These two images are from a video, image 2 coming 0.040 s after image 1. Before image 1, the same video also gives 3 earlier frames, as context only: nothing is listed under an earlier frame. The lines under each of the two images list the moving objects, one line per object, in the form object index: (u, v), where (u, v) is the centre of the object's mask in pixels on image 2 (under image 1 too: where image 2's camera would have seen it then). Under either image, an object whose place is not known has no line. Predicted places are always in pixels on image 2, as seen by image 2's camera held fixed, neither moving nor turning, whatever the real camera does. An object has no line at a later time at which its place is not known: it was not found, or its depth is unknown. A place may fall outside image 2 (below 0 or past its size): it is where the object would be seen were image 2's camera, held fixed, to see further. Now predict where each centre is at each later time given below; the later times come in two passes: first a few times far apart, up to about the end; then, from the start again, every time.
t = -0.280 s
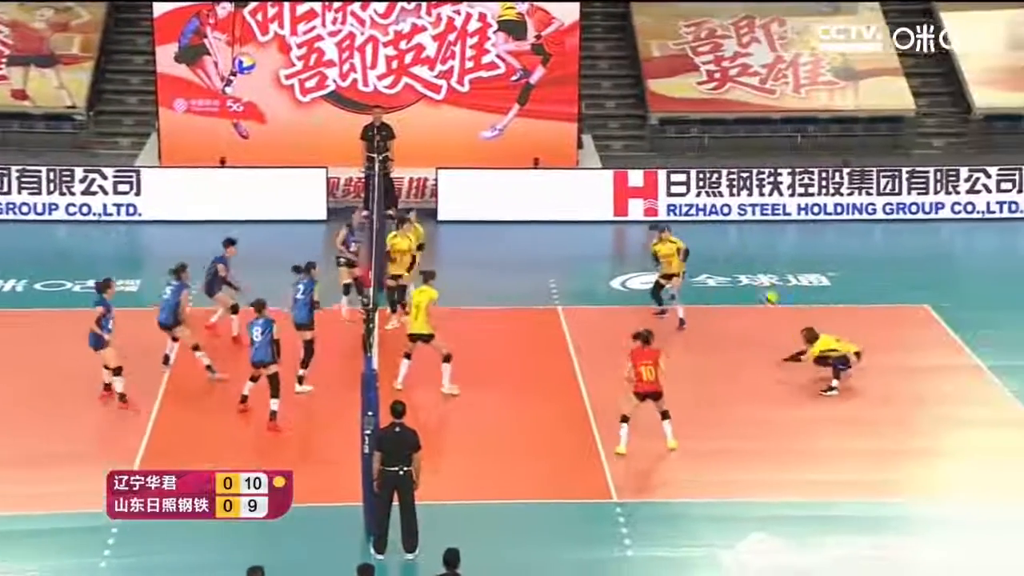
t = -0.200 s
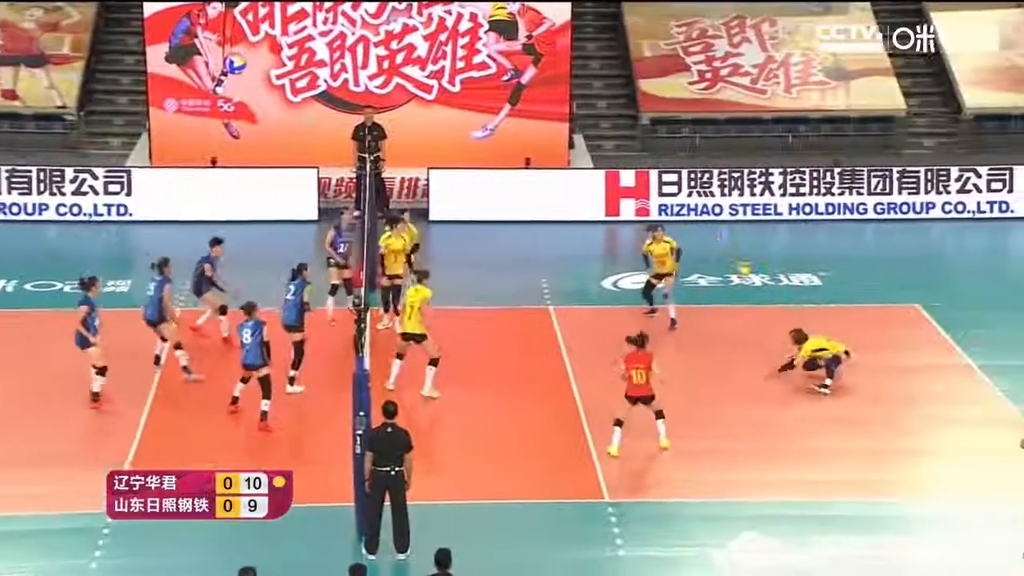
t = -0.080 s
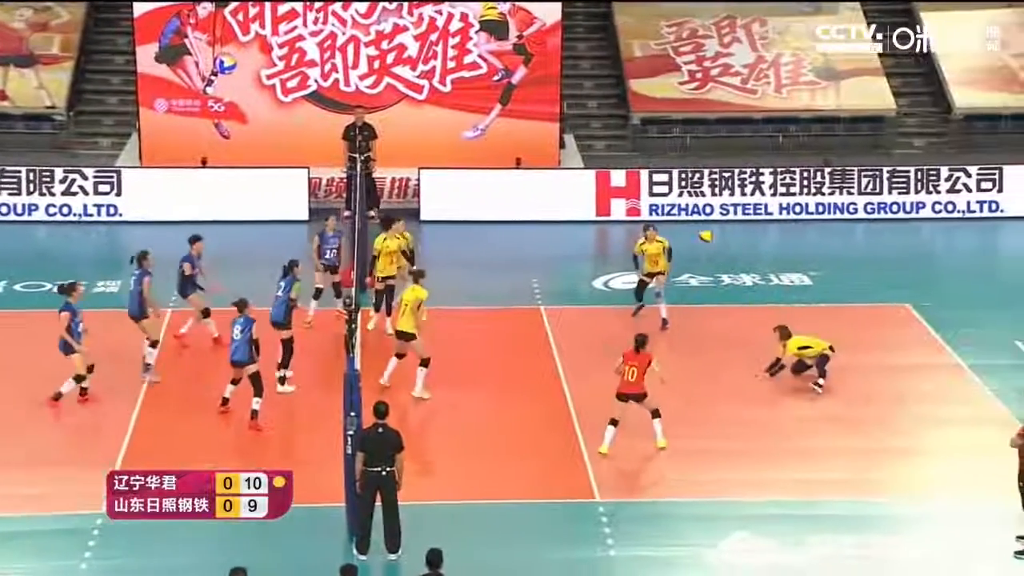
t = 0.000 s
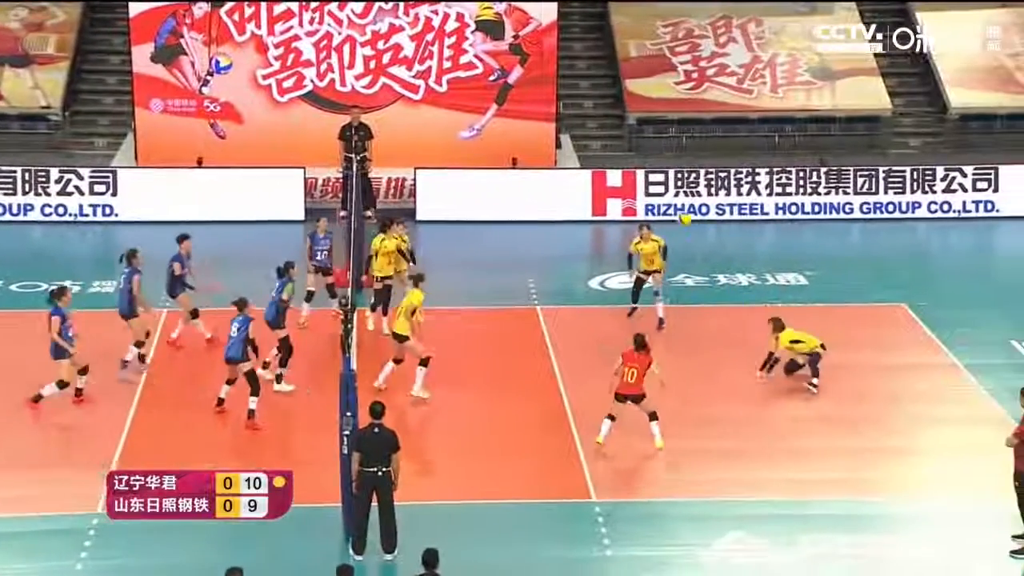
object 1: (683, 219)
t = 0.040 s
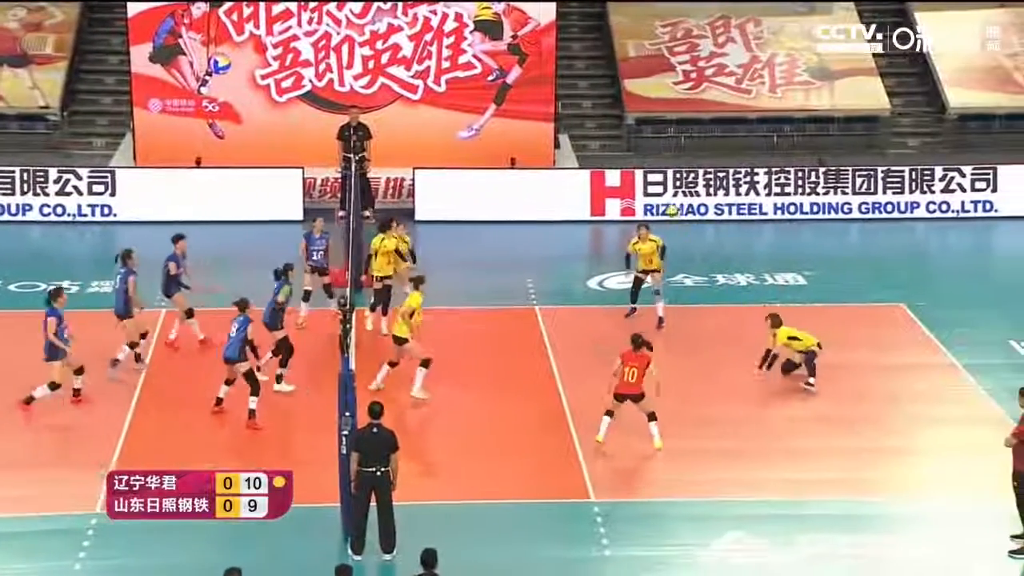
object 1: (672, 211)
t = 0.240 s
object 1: (627, 192)
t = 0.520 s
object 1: (567, 210)
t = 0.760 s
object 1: (515, 262)
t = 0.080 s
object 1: (665, 207)
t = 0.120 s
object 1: (656, 200)
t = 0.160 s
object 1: (647, 198)
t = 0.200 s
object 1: (638, 194)
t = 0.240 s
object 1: (627, 192)
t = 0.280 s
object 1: (622, 191)
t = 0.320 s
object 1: (611, 191)
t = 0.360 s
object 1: (602, 192)
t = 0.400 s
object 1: (594, 194)
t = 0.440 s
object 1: (585, 198)
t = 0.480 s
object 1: (576, 203)
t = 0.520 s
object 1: (567, 210)
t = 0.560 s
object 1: (559, 215)
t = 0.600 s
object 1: (550, 222)
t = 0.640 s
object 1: (540, 230)
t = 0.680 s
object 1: (533, 238)
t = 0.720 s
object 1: (524, 249)
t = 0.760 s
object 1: (515, 262)
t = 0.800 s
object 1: (506, 274)
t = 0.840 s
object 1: (497, 287)
